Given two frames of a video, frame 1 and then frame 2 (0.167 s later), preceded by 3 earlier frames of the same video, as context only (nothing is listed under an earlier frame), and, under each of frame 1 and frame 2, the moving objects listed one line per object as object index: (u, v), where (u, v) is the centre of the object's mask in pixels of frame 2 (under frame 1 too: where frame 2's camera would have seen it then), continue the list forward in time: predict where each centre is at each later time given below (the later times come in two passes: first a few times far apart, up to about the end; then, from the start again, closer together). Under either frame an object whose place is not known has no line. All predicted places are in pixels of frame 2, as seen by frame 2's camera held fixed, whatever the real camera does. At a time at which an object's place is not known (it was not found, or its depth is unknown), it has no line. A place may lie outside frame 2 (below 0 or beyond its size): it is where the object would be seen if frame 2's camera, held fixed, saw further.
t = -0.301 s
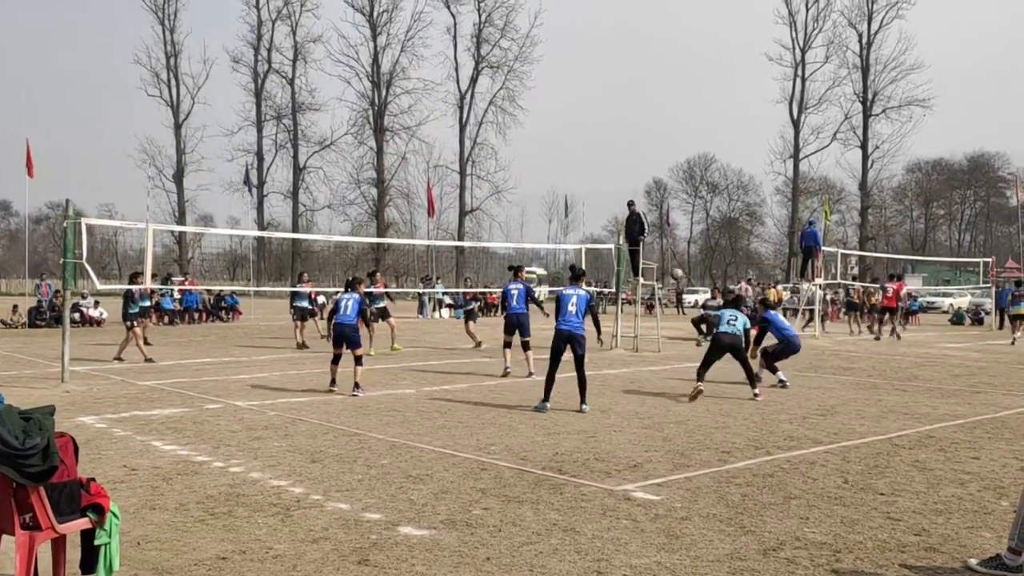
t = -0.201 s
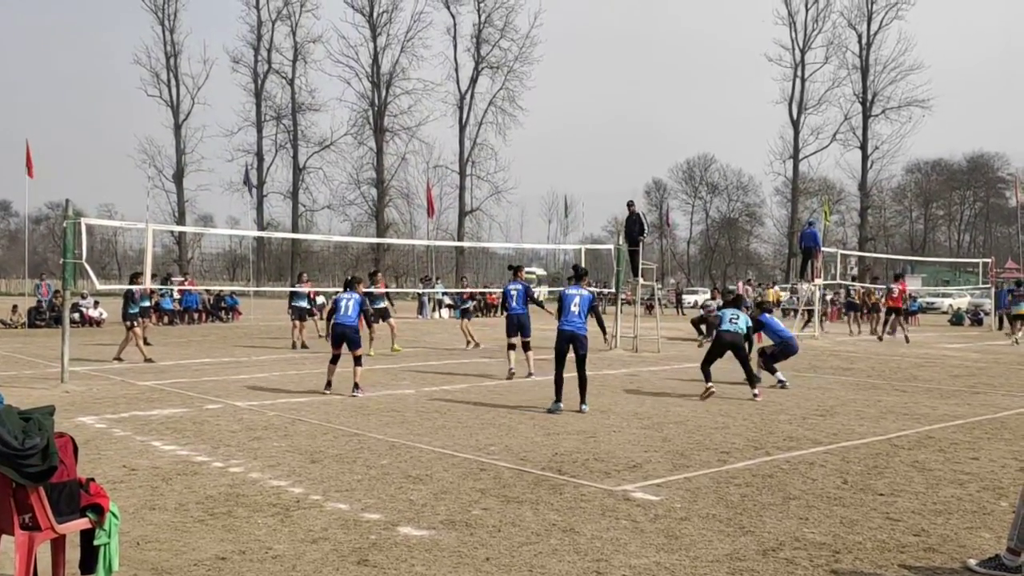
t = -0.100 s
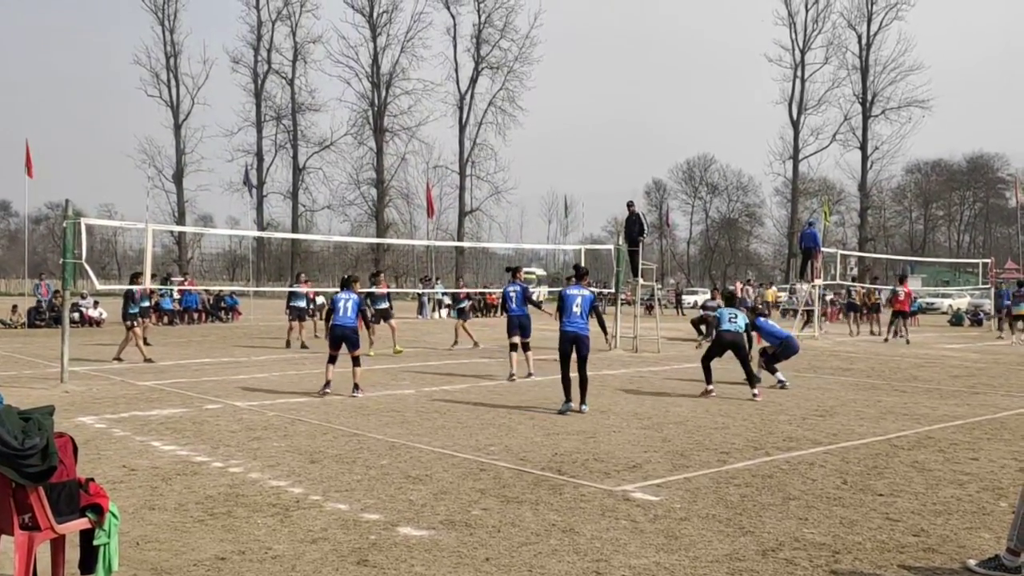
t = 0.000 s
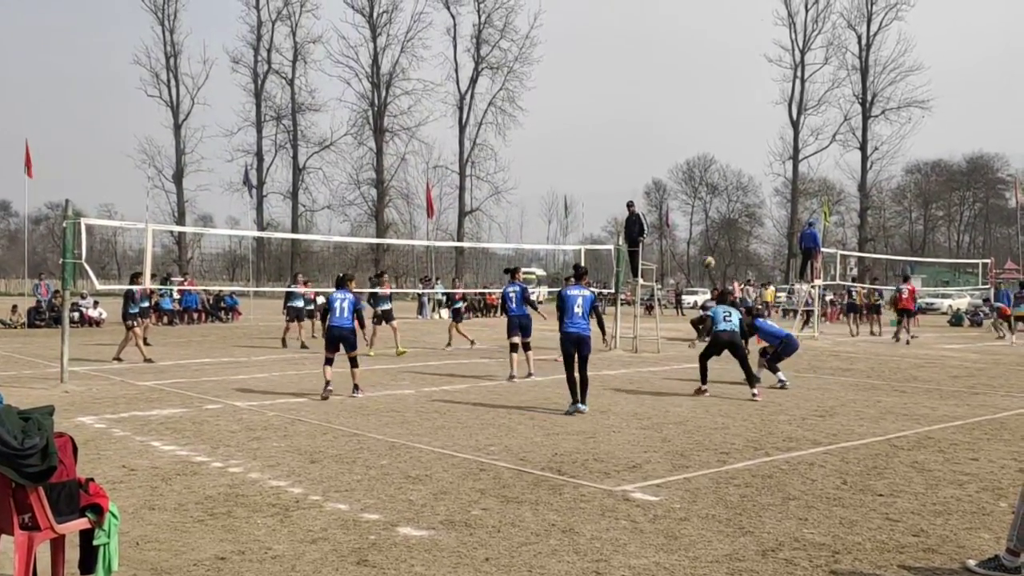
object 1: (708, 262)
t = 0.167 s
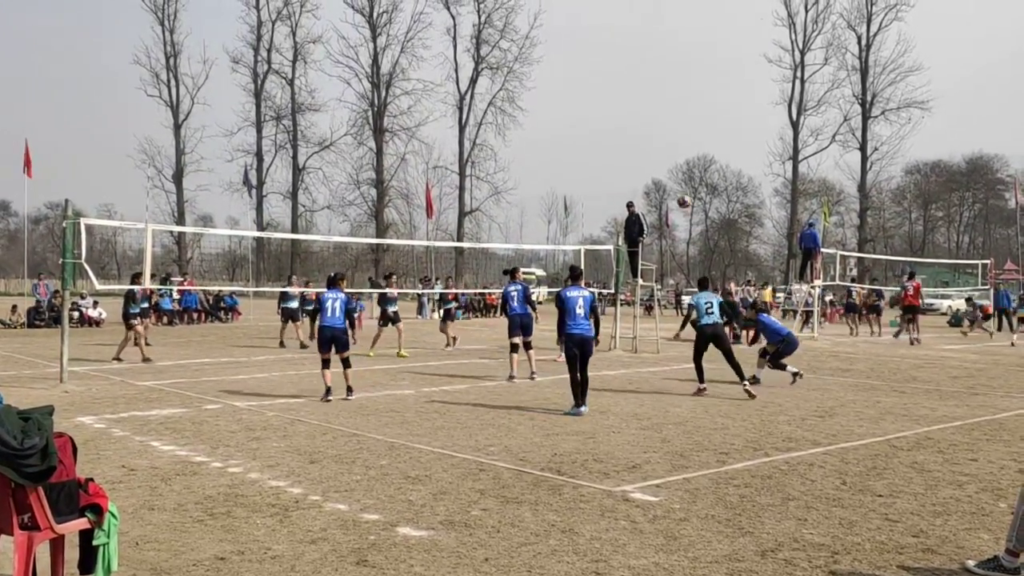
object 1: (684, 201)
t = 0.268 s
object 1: (670, 173)
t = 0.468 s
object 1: (644, 137)
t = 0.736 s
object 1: (612, 126)
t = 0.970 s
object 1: (584, 151)
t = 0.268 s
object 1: (670, 173)
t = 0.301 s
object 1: (665, 166)
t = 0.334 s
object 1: (661, 158)
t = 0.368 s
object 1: (657, 153)
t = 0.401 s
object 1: (653, 147)
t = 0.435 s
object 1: (648, 142)
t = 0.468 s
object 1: (644, 137)
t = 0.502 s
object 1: (640, 133)
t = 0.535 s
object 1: (636, 130)
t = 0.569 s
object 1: (632, 129)
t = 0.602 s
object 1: (628, 127)
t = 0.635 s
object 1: (624, 126)
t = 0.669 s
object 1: (620, 125)
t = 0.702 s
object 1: (616, 125)
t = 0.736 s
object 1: (612, 126)
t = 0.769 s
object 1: (608, 128)
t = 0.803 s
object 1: (604, 130)
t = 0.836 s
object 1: (600, 133)
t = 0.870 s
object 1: (596, 137)
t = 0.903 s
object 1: (593, 141)
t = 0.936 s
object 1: (589, 145)
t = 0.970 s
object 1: (584, 151)
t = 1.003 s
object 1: (581, 157)
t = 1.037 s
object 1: (577, 164)
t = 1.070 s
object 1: (573, 171)
